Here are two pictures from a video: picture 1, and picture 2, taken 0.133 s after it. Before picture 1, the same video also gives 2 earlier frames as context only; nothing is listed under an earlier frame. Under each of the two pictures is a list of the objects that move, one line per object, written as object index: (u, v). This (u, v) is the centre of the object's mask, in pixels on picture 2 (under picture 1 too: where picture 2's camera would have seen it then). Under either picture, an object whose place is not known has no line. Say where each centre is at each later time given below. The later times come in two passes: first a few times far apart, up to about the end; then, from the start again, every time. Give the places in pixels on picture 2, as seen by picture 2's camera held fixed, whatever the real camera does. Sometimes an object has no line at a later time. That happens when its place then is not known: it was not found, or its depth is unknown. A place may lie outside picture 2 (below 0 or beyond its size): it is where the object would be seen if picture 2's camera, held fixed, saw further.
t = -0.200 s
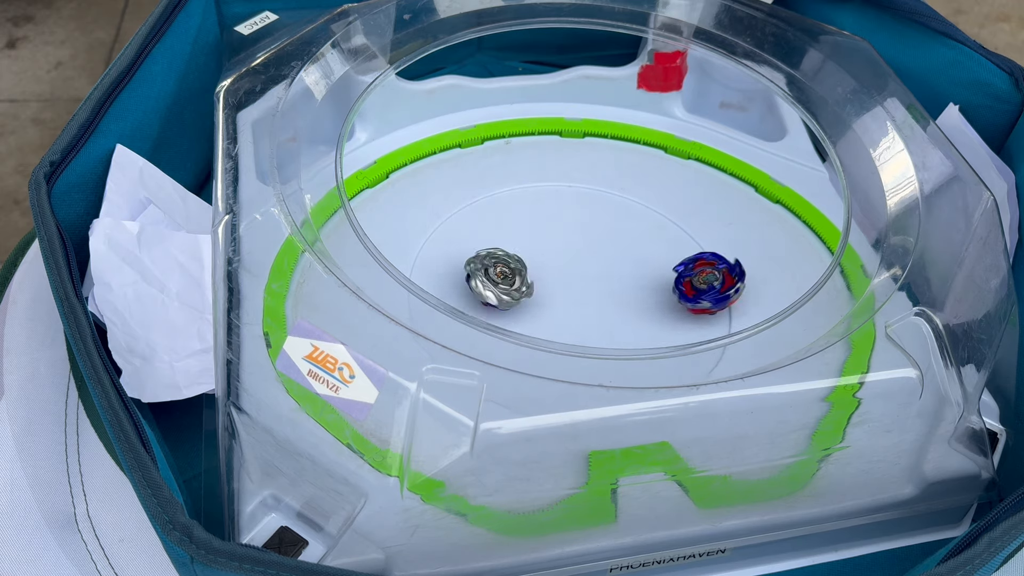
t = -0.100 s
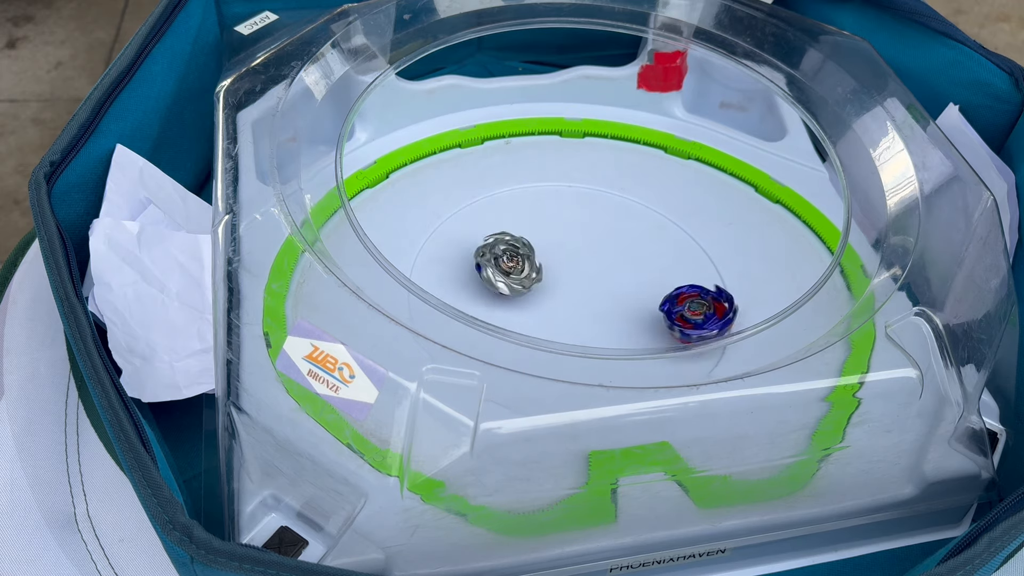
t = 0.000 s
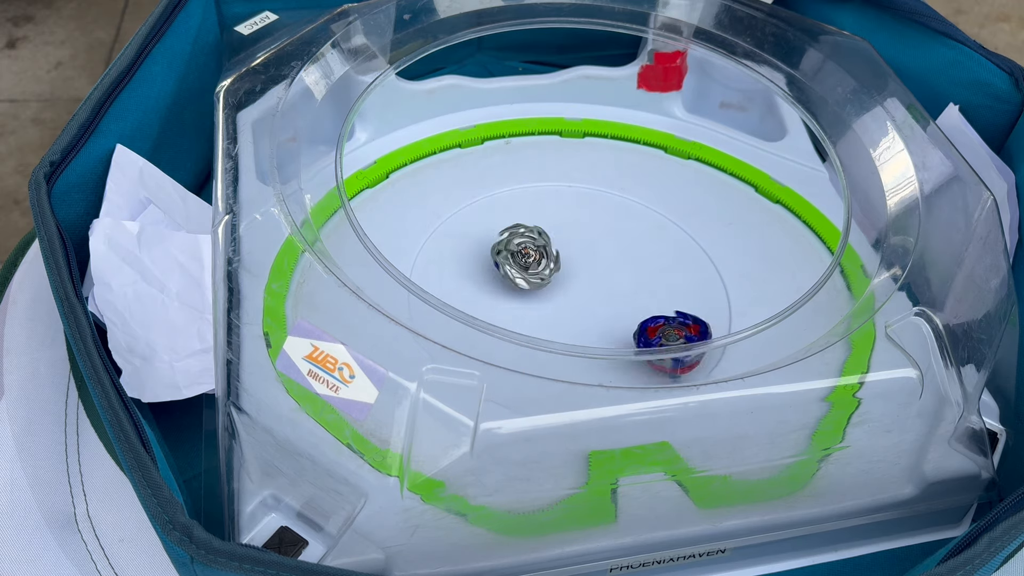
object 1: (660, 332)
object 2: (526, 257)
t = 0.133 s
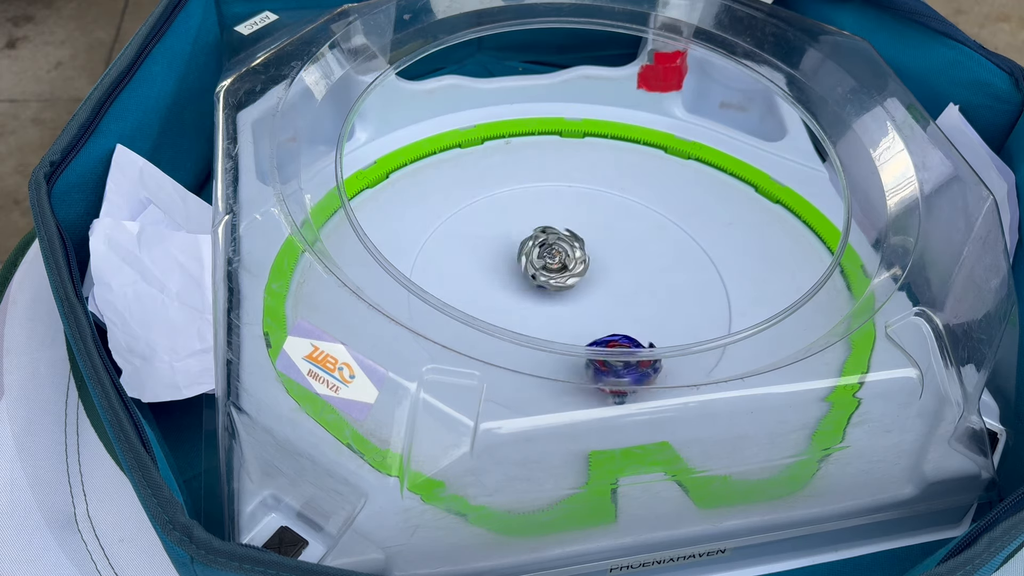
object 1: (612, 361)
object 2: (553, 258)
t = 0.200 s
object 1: (581, 366)
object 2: (566, 264)
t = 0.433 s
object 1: (486, 334)
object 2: (586, 297)
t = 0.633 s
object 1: (441, 270)
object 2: (561, 317)
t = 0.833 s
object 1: (449, 211)
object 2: (519, 306)
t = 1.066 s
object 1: (513, 179)
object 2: (513, 270)
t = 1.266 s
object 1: (584, 180)
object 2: (545, 257)
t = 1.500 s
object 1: (640, 222)
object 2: (587, 273)
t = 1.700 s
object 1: (664, 276)
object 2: (590, 304)
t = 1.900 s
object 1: (647, 324)
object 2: (555, 316)
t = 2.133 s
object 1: (577, 341)
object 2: (513, 295)
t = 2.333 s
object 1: (505, 312)
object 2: (518, 265)
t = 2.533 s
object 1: (465, 282)
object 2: (552, 254)
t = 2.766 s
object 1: (478, 242)
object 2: (590, 274)
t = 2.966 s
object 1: (530, 211)
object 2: (590, 302)
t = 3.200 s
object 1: (582, 199)
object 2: (547, 312)
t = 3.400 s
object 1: (600, 232)
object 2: (514, 291)
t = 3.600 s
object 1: (619, 282)
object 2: (516, 262)
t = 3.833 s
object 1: (620, 321)
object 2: (554, 249)
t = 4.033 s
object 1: (573, 314)
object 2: (586, 263)
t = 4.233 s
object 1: (509, 307)
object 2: (597, 280)
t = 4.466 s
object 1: (493, 263)
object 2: (573, 305)
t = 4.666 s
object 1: (537, 242)
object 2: (546, 310)
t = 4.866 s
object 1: (572, 265)
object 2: (524, 296)
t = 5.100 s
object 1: (593, 280)
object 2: (497, 276)
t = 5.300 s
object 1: (593, 267)
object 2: (510, 279)
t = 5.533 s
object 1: (600, 241)
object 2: (515, 293)
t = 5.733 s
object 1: (569, 247)
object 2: (523, 289)
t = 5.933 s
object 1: (597, 253)
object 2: (475, 286)
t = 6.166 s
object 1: (580, 254)
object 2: (502, 303)
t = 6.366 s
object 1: (554, 251)
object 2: (525, 298)
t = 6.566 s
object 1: (590, 245)
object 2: (522, 297)
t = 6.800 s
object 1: (617, 274)
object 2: (522, 297)
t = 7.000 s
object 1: (627, 277)
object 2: (522, 297)
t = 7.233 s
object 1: (626, 274)
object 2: (522, 297)
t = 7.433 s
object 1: (616, 279)
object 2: (522, 297)
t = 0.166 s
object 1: (596, 366)
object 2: (560, 261)
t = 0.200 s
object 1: (581, 366)
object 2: (566, 264)
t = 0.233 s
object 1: (562, 372)
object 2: (571, 267)
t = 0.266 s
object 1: (547, 370)
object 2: (576, 271)
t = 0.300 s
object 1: (531, 367)
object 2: (580, 275)
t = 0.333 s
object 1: (515, 361)
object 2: (584, 281)
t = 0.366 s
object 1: (507, 343)
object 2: (586, 286)
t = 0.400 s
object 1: (498, 341)
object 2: (587, 291)
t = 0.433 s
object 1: (486, 334)
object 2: (586, 297)
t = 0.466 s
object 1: (472, 329)
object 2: (585, 301)
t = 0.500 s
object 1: (466, 313)
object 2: (583, 306)
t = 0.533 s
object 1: (451, 296)
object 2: (579, 310)
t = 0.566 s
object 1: (454, 287)
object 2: (573, 314)
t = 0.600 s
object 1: (447, 279)
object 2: (567, 316)
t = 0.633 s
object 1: (441, 270)
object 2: (561, 317)
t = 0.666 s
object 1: (438, 261)
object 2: (553, 317)
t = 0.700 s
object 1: (437, 251)
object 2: (547, 316)
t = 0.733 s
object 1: (439, 241)
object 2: (538, 314)
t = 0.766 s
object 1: (441, 230)
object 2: (532, 312)
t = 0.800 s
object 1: (445, 220)
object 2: (525, 309)
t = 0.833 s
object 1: (449, 211)
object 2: (519, 306)
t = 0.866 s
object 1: (455, 203)
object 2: (514, 302)
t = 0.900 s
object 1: (463, 198)
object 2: (510, 297)
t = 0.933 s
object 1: (472, 193)
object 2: (508, 291)
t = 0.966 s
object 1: (481, 189)
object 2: (507, 286)
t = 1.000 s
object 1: (491, 185)
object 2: (507, 280)
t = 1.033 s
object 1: (502, 182)
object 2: (509, 275)
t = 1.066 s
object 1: (513, 179)
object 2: (513, 270)
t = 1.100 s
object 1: (524, 178)
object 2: (516, 267)
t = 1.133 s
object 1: (537, 177)
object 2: (521, 263)
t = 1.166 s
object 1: (549, 176)
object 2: (526, 260)
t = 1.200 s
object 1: (561, 177)
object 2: (532, 259)
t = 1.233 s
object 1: (572, 178)
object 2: (539, 257)
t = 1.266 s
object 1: (584, 180)
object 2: (545, 257)
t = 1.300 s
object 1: (594, 183)
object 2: (552, 257)
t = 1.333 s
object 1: (603, 187)
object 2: (559, 258)
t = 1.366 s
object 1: (613, 193)
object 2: (565, 260)
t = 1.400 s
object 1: (622, 199)
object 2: (571, 263)
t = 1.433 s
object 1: (631, 206)
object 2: (577, 266)
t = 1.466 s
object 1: (639, 214)
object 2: (581, 270)
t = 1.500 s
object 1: (640, 222)
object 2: (587, 273)
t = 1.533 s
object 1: (644, 231)
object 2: (589, 279)
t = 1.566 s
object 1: (650, 239)
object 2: (592, 284)
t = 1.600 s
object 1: (652, 247)
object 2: (592, 289)
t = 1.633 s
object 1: (659, 258)
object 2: (593, 295)
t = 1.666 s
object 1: (661, 266)
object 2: (592, 299)
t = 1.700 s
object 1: (664, 276)
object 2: (590, 304)
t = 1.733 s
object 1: (662, 287)
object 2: (586, 308)
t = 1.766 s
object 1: (664, 296)
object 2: (581, 312)
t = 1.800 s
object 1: (661, 305)
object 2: (576, 314)
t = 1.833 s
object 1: (658, 312)
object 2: (569, 316)
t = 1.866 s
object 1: (653, 320)
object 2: (563, 317)
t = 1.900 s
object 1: (647, 324)
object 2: (555, 316)
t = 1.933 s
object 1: (641, 327)
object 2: (548, 315)
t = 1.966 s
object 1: (632, 331)
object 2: (541, 313)
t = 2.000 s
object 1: (624, 333)
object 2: (534, 311)
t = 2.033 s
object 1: (613, 341)
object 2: (527, 308)
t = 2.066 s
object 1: (603, 342)
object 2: (522, 304)
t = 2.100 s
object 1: (592, 343)
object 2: (517, 300)
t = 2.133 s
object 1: (577, 341)
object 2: (513, 295)
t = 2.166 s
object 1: (566, 337)
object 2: (511, 289)
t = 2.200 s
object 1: (552, 337)
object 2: (510, 284)
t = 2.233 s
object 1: (539, 333)
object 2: (511, 279)
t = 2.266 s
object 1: (529, 327)
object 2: (513, 273)
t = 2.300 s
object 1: (514, 323)
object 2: (514, 269)
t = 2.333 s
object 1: (505, 312)
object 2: (518, 265)
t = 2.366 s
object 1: (495, 306)
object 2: (522, 261)
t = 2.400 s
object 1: (484, 302)
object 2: (528, 259)
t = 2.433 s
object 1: (475, 294)
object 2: (533, 256)
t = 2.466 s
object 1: (468, 290)
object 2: (539, 255)
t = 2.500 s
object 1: (470, 287)
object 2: (546, 254)
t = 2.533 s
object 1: (465, 282)
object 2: (552, 254)
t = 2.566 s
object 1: (455, 271)
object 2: (559, 255)
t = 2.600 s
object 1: (461, 268)
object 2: (566, 257)
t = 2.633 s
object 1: (461, 263)
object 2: (571, 259)
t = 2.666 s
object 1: (455, 253)
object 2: (577, 261)
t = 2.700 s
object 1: (467, 252)
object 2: (582, 265)
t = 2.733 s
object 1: (472, 247)
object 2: (586, 269)
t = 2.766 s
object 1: (478, 242)
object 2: (590, 274)
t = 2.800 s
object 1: (487, 236)
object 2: (593, 278)
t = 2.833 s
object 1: (495, 231)
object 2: (594, 284)
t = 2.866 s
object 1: (503, 226)
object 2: (595, 288)
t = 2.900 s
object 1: (512, 220)
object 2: (594, 293)
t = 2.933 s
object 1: (521, 216)
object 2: (593, 298)
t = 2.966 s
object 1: (530, 211)
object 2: (590, 302)
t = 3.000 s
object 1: (540, 207)
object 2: (586, 306)
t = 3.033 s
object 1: (549, 204)
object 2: (580, 310)
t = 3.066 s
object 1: (557, 201)
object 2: (575, 312)
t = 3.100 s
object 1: (564, 198)
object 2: (568, 313)
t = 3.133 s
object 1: (571, 198)
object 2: (562, 314)
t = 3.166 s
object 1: (577, 198)
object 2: (554, 314)
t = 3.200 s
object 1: (582, 199)
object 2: (547, 312)
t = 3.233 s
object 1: (588, 202)
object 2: (540, 311)
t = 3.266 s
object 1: (591, 207)
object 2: (534, 308)
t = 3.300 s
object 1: (595, 211)
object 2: (527, 305)
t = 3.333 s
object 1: (600, 217)
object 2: (522, 301)
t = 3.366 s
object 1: (603, 224)
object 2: (518, 296)
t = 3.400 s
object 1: (600, 232)
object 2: (514, 291)
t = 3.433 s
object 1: (603, 238)
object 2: (512, 287)
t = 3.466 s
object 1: (607, 248)
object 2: (511, 281)
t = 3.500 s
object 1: (618, 259)
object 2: (510, 276)
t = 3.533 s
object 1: (613, 267)
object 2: (511, 271)
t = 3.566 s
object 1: (615, 275)
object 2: (513, 266)
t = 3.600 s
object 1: (619, 282)
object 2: (516, 262)
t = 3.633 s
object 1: (621, 293)
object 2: (519, 258)
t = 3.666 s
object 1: (622, 298)
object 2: (524, 255)
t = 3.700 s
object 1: (624, 306)
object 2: (529, 252)
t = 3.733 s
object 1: (626, 312)
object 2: (535, 251)
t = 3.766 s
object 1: (626, 316)
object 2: (541, 249)
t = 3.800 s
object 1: (622, 319)
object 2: (547, 249)
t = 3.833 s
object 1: (620, 321)
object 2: (554, 249)
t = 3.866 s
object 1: (617, 321)
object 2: (560, 250)
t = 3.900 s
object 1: (610, 321)
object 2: (566, 252)
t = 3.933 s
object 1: (603, 321)
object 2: (572, 255)
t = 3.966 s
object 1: (592, 319)
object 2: (577, 257)
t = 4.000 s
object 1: (584, 315)
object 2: (582, 261)
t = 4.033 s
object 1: (573, 314)
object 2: (586, 263)
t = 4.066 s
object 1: (553, 315)
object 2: (591, 264)
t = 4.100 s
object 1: (542, 317)
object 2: (595, 263)
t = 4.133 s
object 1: (534, 317)
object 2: (598, 266)
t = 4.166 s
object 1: (525, 315)
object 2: (598, 270)
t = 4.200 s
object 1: (518, 312)
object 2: (598, 276)
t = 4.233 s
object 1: (509, 307)
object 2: (597, 280)
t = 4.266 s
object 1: (501, 302)
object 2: (595, 284)
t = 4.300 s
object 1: (494, 296)
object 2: (593, 288)
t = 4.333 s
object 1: (495, 292)
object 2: (589, 293)
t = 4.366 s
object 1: (491, 284)
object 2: (586, 296)
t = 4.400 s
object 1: (482, 274)
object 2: (582, 300)
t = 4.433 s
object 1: (490, 270)
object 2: (577, 303)
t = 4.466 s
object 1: (493, 263)
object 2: (573, 305)
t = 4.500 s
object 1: (498, 256)
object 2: (567, 308)
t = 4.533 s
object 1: (504, 251)
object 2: (563, 309)
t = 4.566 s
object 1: (511, 246)
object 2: (557, 311)
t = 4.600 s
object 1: (520, 243)
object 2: (553, 312)
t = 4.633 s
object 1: (529, 242)
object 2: (550, 311)
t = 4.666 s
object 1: (537, 242)
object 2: (546, 310)
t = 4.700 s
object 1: (543, 245)
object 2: (543, 309)
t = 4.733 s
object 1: (549, 247)
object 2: (540, 307)
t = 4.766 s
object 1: (555, 250)
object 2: (538, 305)
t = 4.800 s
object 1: (560, 253)
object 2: (536, 300)
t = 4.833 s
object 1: (566, 258)
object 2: (532, 298)
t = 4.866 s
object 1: (572, 265)
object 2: (524, 296)
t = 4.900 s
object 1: (577, 266)
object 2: (518, 295)
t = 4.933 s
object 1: (583, 276)
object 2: (514, 293)
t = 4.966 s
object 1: (587, 283)
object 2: (513, 291)
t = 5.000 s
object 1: (584, 278)
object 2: (512, 289)
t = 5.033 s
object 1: (582, 280)
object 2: (512, 286)
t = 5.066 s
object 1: (586, 280)
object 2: (504, 281)
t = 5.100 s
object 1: (593, 280)
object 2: (497, 276)
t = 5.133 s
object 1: (592, 285)
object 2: (496, 272)
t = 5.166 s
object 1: (594, 282)
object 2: (498, 270)
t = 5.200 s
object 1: (593, 280)
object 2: (503, 270)
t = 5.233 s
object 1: (591, 276)
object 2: (506, 272)
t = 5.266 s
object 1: (591, 271)
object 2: (509, 274)
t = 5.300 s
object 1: (593, 267)
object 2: (510, 279)
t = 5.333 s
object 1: (597, 263)
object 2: (509, 282)
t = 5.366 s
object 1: (602, 258)
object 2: (508, 283)
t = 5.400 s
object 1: (605, 254)
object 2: (510, 283)
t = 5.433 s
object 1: (606, 250)
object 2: (514, 284)
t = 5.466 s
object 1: (605, 246)
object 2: (516, 287)
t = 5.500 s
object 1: (604, 243)
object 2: (516, 291)
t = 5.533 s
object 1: (600, 241)
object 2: (515, 293)
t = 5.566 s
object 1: (597, 239)
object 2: (515, 294)
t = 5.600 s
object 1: (592, 239)
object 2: (515, 292)
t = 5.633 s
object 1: (586, 240)
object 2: (516, 292)
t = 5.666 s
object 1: (580, 241)
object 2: (516, 292)
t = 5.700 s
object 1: (575, 244)
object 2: (518, 292)
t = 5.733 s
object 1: (569, 247)
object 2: (523, 289)
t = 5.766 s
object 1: (564, 249)
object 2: (524, 290)
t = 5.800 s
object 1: (573, 249)
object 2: (513, 286)
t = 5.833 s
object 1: (584, 248)
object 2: (496, 290)
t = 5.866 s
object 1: (591, 249)
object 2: (484, 292)
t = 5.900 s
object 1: (587, 249)
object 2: (479, 287)
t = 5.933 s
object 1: (597, 253)
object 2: (475, 286)
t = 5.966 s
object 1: (597, 255)
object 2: (474, 286)
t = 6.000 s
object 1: (589, 257)
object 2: (474, 290)
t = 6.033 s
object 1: (586, 261)
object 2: (476, 292)
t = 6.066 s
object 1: (581, 262)
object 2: (479, 295)
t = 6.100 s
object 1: (587, 265)
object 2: (487, 297)
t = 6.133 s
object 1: (582, 259)
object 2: (494, 300)
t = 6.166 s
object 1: (580, 254)
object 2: (502, 303)
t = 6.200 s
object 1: (573, 255)
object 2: (509, 305)
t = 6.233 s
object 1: (569, 254)
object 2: (512, 308)
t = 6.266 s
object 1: (563, 255)
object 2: (515, 305)
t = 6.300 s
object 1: (555, 255)
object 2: (521, 303)
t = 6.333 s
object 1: (552, 254)
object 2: (524, 301)
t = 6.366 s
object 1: (554, 251)
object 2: (525, 298)
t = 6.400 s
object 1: (559, 250)
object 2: (523, 297)
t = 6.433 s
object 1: (566, 248)
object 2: (522, 297)
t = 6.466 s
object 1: (573, 246)
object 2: (522, 297)
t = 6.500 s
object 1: (579, 245)
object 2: (522, 297)
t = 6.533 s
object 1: (584, 245)
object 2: (522, 297)
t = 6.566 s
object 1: (590, 245)
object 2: (522, 297)
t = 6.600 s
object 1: (594, 248)
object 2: (522, 297)
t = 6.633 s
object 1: (599, 249)
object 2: (522, 297)
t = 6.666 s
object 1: (607, 251)
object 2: (522, 297)
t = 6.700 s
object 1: (613, 254)
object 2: (522, 297)
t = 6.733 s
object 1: (616, 260)
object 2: (522, 297)
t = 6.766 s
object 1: (617, 268)
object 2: (522, 297)
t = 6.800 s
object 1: (617, 274)
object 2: (522, 297)
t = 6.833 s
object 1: (619, 280)
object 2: (522, 297)
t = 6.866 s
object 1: (623, 282)
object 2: (522, 297)
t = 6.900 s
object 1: (627, 283)
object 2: (522, 297)
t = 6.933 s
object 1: (629, 284)
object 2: (522, 297)
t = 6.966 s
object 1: (631, 284)
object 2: (522, 297)
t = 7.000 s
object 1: (627, 277)
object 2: (522, 297)
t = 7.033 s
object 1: (629, 276)
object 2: (522, 297)
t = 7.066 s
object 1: (630, 273)
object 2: (522, 297)
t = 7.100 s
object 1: (631, 271)
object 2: (522, 297)
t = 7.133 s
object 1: (632, 271)
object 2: (522, 297)
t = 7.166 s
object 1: (631, 272)
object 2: (522, 297)
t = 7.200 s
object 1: (629, 273)
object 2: (522, 297)
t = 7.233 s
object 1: (626, 274)
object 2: (522, 297)
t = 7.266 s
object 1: (622, 275)
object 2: (522, 297)
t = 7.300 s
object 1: (619, 277)
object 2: (522, 297)
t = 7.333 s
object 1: (618, 278)
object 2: (522, 297)
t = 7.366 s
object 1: (617, 279)
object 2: (522, 297)
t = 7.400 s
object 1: (616, 279)
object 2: (522, 297)
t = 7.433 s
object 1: (616, 279)
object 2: (522, 297)
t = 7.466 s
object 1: (617, 279)
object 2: (522, 297)
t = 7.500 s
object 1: (619, 277)
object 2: (522, 297)
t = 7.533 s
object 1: (621, 275)
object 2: (522, 297)
